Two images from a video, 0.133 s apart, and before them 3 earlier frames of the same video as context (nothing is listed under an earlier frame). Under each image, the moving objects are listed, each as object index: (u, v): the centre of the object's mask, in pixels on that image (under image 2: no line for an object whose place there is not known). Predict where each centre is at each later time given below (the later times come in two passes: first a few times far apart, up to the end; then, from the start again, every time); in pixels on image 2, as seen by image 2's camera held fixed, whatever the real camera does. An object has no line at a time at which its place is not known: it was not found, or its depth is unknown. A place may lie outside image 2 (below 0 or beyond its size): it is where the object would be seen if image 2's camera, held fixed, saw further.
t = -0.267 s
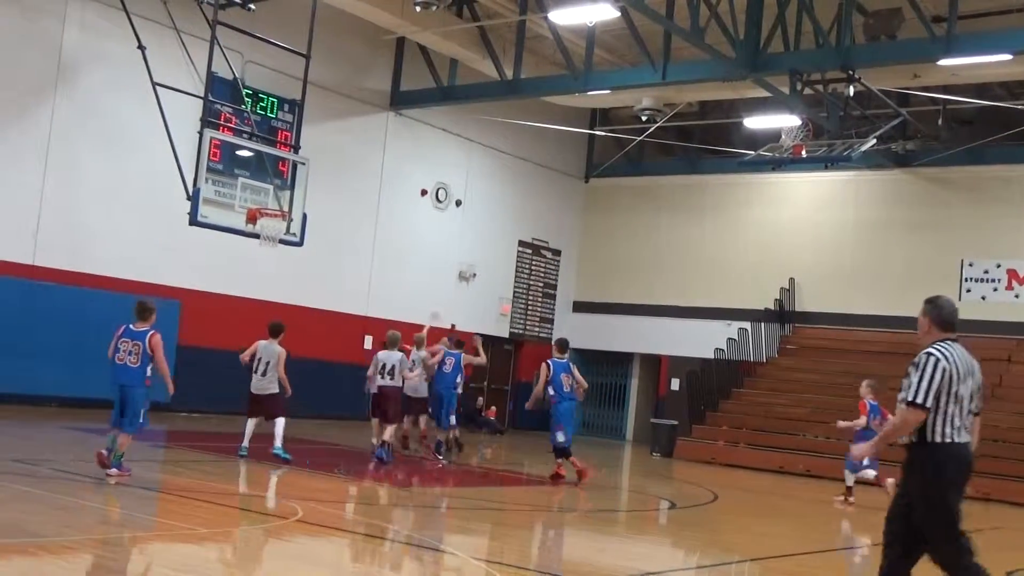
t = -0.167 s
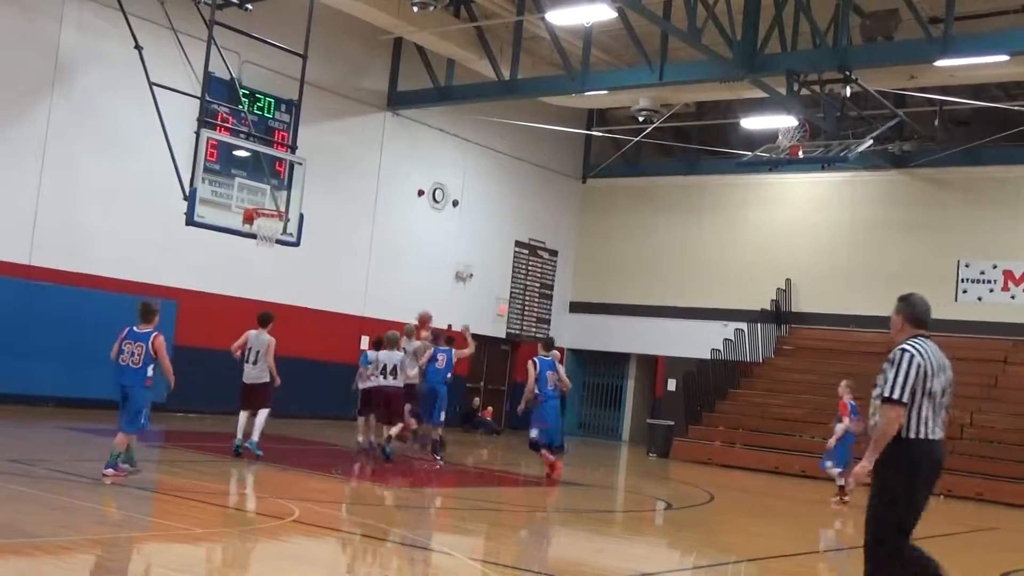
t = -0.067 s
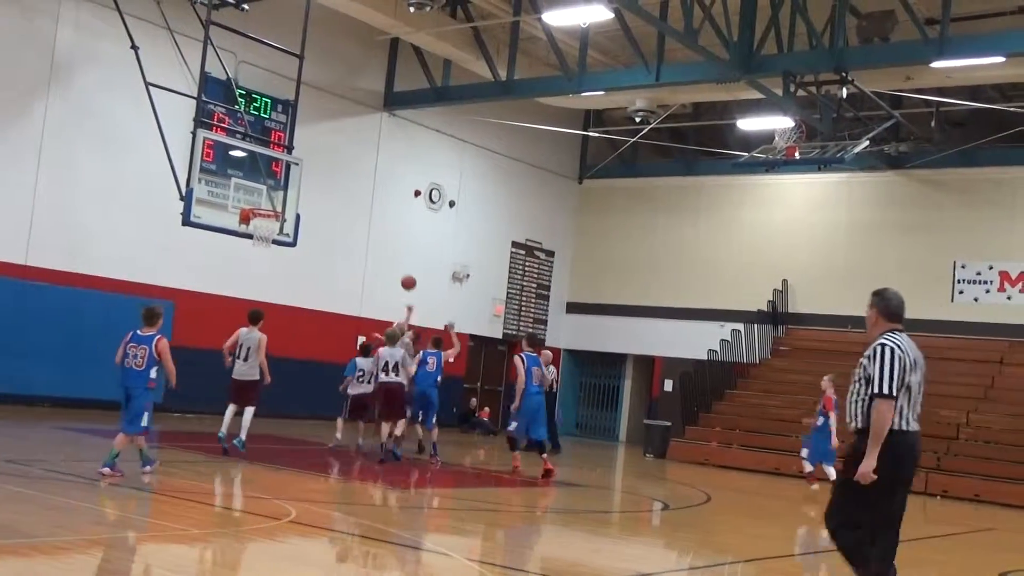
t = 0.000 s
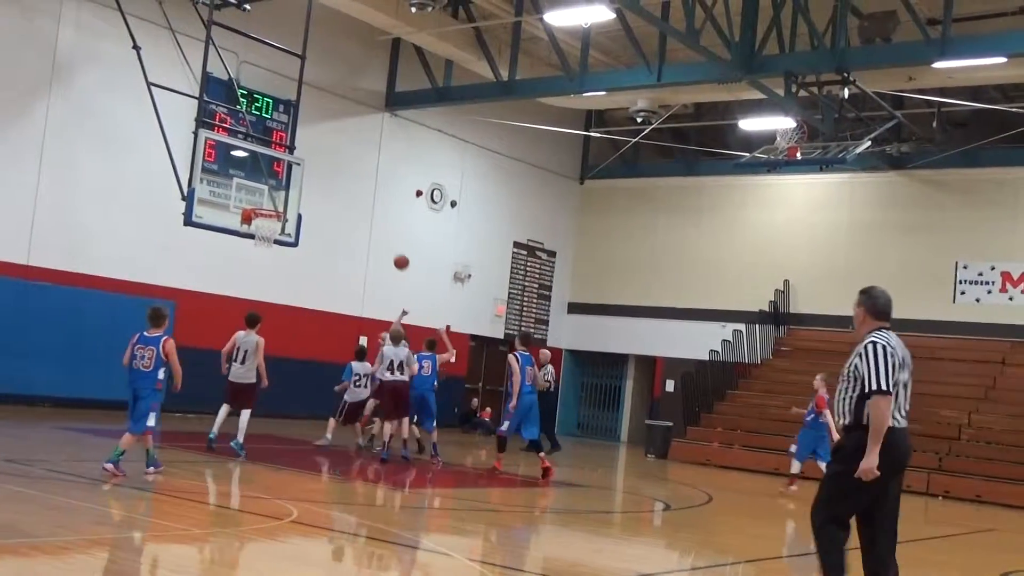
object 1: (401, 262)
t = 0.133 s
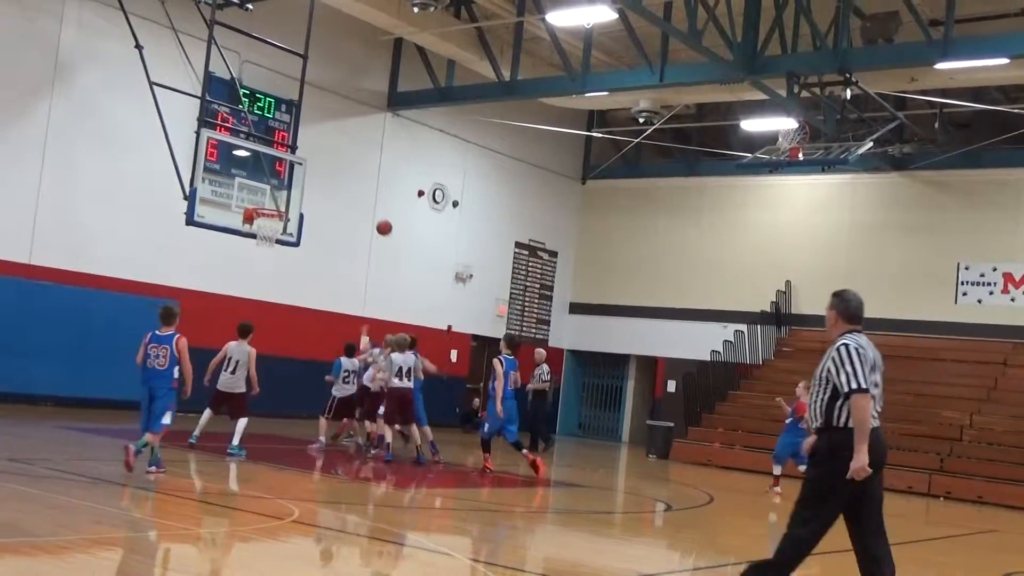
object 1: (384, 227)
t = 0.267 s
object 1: (364, 204)
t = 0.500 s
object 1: (323, 189)
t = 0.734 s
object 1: (280, 205)
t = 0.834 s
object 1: (263, 207)
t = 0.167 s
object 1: (379, 220)
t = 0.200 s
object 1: (374, 214)
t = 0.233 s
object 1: (369, 209)
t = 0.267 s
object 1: (364, 204)
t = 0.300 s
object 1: (358, 199)
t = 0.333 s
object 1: (353, 196)
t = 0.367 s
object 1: (347, 193)
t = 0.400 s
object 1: (341, 191)
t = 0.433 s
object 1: (336, 190)
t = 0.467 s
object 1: (329, 189)
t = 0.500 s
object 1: (323, 189)
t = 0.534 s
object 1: (317, 190)
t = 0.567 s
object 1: (310, 191)
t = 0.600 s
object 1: (304, 194)
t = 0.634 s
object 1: (295, 198)
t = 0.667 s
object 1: (289, 201)
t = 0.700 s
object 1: (283, 206)
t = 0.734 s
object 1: (280, 205)
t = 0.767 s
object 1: (273, 204)
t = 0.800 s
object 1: (269, 205)
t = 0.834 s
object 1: (263, 207)
